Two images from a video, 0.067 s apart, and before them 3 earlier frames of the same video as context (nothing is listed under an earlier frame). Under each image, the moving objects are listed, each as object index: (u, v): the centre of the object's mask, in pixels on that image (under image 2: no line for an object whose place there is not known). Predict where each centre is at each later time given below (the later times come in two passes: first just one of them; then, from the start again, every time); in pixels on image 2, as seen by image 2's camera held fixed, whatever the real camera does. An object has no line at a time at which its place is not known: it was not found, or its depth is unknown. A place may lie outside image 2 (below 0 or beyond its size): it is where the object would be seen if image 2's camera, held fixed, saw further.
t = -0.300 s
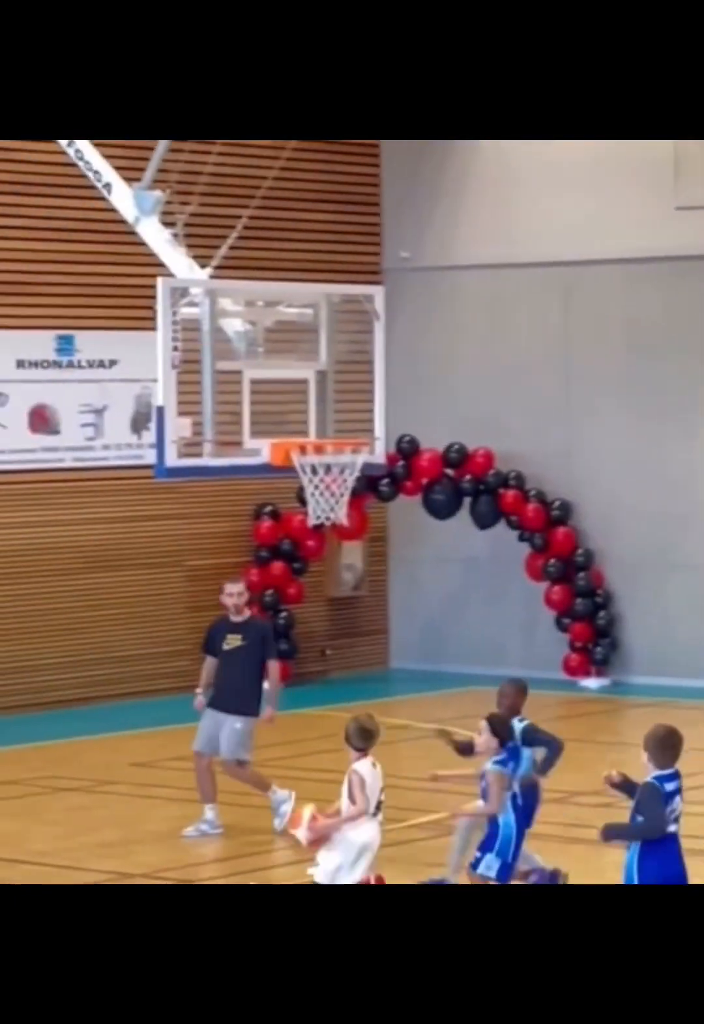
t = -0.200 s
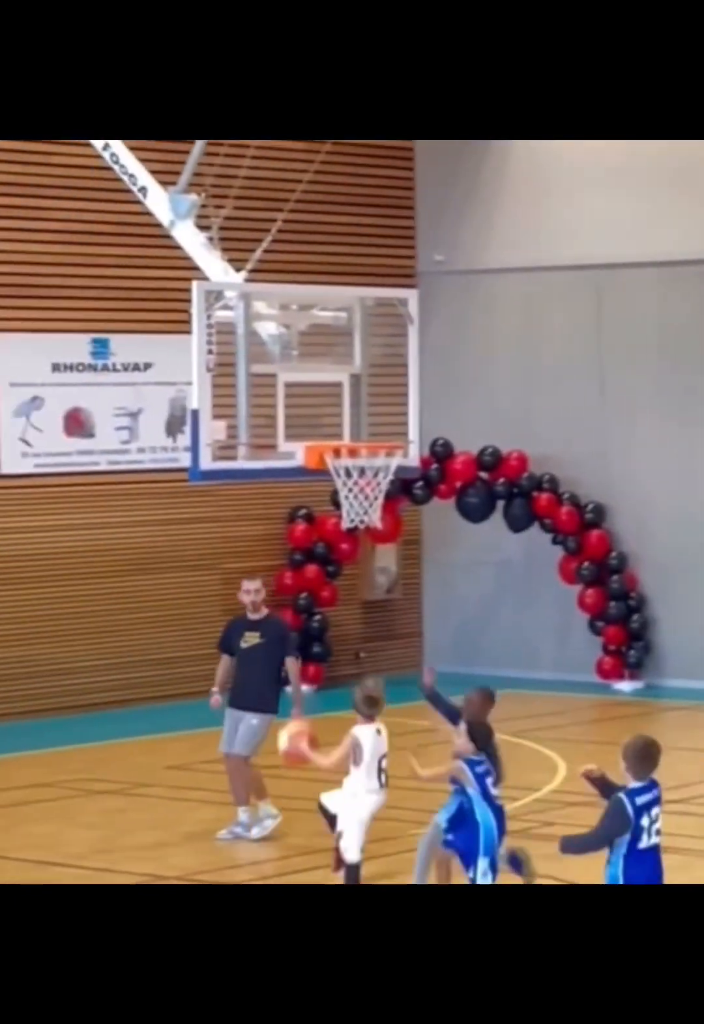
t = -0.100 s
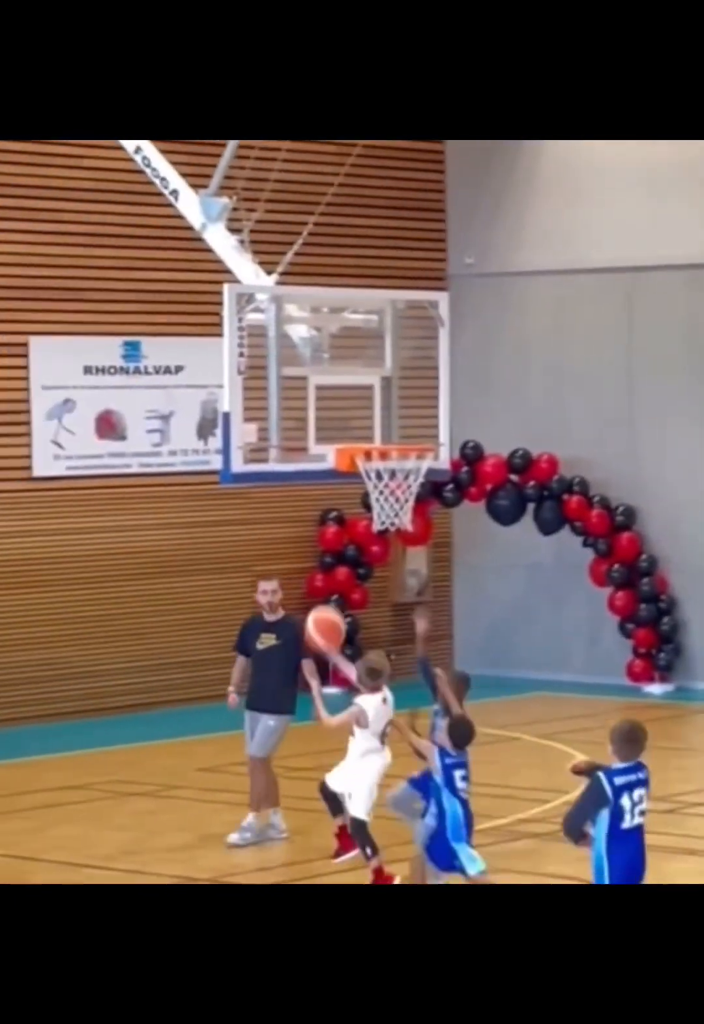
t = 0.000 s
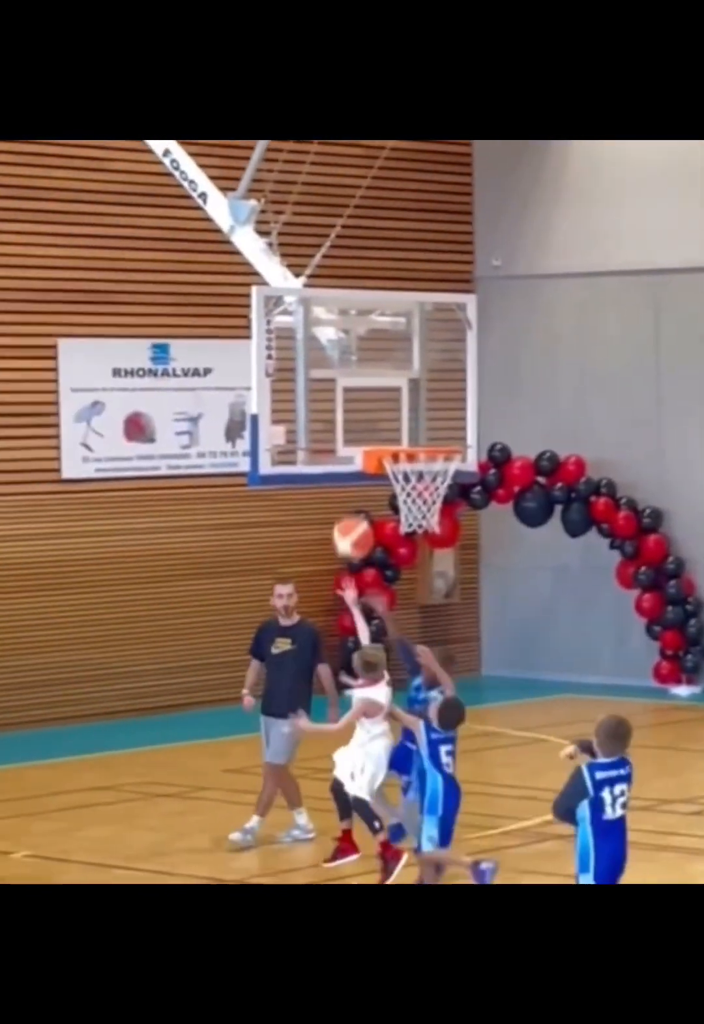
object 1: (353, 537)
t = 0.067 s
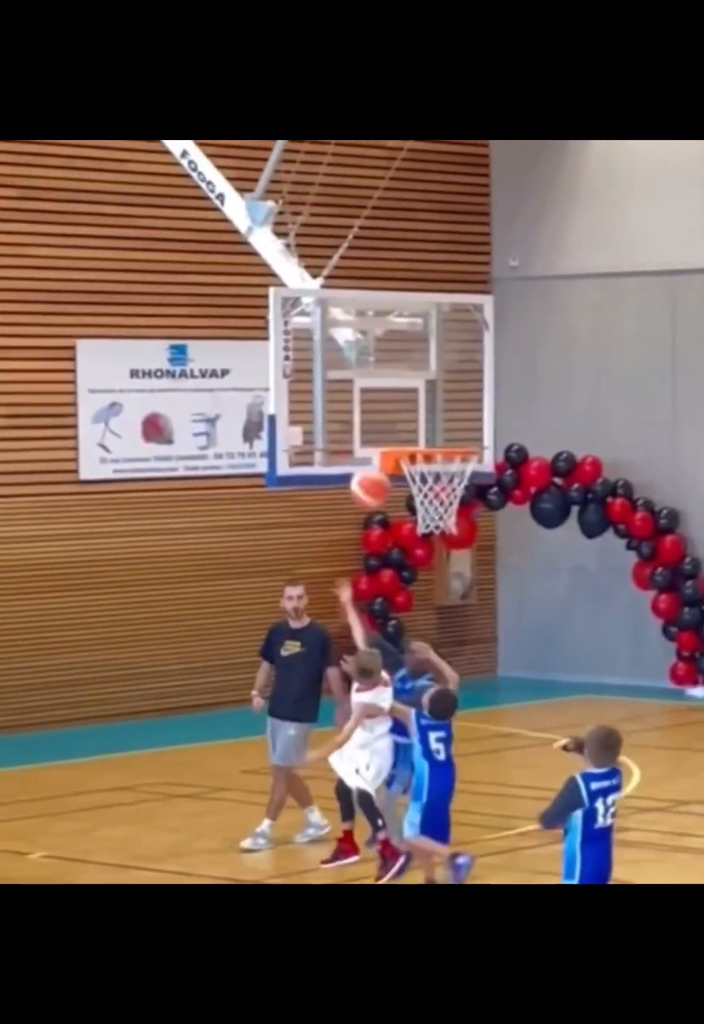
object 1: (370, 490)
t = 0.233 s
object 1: (370, 402)
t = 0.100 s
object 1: (371, 467)
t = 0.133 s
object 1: (372, 446)
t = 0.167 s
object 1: (371, 428)
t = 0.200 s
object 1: (371, 414)
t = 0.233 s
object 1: (370, 402)
